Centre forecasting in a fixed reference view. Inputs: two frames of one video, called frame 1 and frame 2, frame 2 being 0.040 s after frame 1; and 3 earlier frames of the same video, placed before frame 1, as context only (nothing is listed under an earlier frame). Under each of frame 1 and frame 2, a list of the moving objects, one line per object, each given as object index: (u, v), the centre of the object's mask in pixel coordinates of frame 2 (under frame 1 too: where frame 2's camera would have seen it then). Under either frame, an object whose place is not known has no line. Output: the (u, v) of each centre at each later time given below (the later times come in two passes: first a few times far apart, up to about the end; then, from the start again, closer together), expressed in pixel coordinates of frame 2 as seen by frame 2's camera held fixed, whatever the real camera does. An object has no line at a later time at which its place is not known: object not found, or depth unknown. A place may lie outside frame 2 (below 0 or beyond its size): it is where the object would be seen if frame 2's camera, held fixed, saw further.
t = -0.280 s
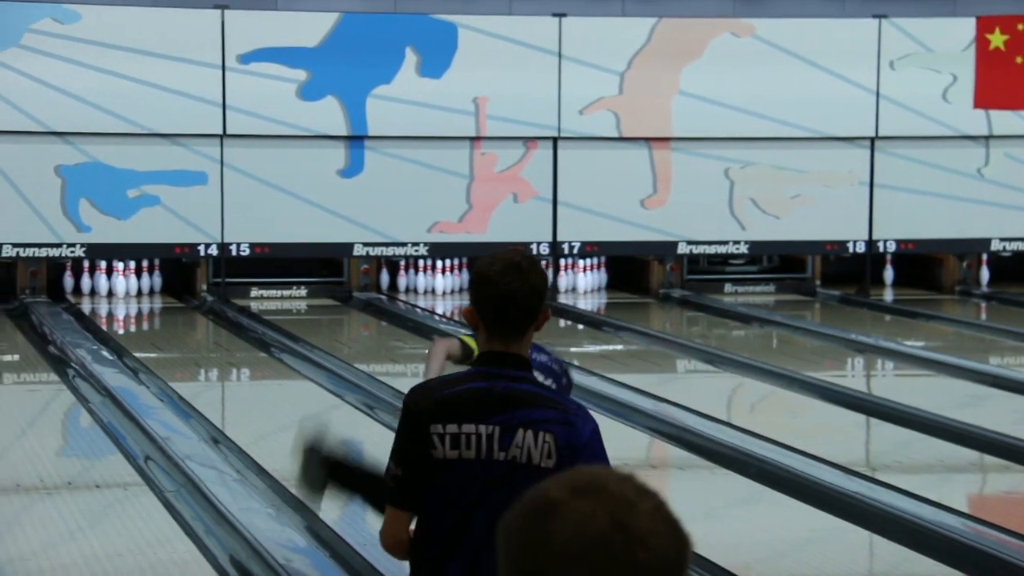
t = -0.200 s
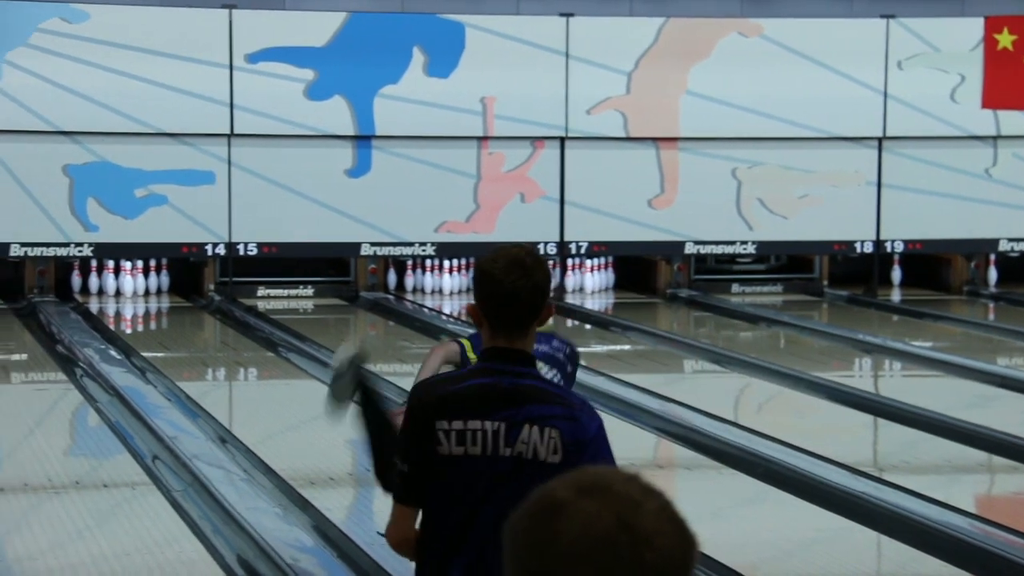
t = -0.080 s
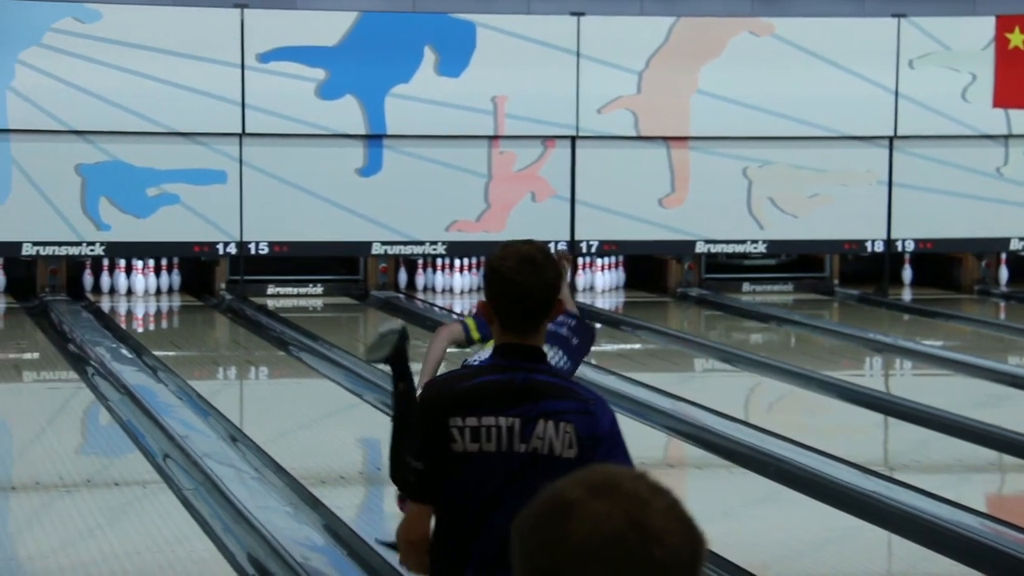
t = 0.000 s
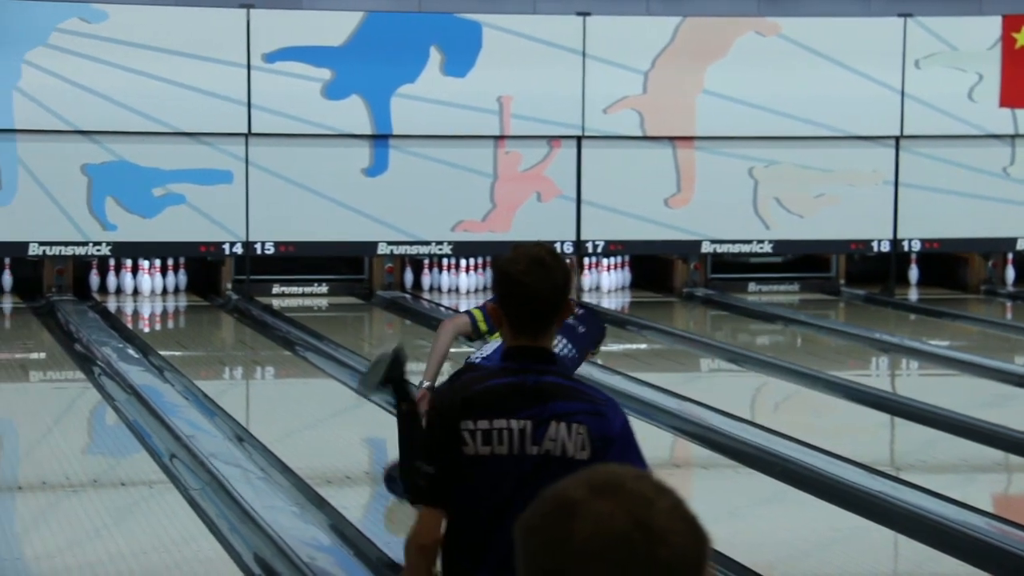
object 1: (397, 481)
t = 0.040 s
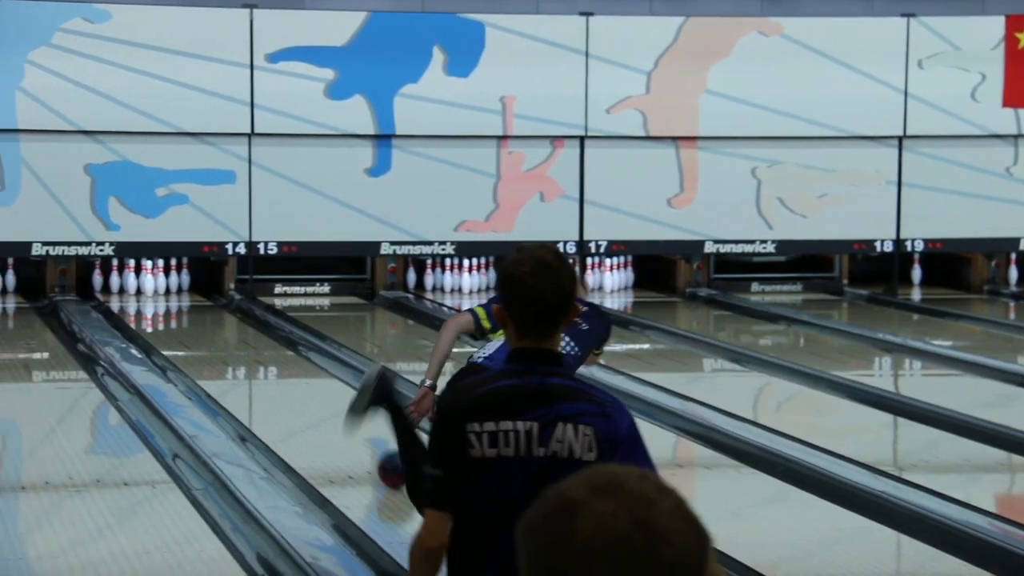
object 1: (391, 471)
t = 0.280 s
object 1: (348, 422)
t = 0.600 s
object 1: (297, 375)
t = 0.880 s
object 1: (262, 345)
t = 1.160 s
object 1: (229, 321)
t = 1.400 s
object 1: (198, 305)
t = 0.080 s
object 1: (382, 463)
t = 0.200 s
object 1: (363, 436)
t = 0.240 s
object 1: (355, 429)
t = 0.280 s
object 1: (348, 422)
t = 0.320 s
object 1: (341, 415)
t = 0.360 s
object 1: (334, 409)
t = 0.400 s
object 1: (328, 403)
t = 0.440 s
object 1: (321, 397)
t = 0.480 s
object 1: (315, 391)
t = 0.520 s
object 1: (309, 386)
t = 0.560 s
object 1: (303, 380)
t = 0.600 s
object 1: (297, 375)
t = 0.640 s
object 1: (292, 370)
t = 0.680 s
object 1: (287, 366)
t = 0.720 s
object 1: (281, 362)
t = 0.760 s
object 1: (277, 358)
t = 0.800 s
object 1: (271, 353)
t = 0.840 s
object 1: (267, 349)
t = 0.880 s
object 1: (262, 345)
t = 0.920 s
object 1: (257, 341)
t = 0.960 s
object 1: (252, 337)
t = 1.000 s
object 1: (247, 335)
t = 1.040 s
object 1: (243, 331)
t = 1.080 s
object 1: (238, 327)
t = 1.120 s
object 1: (234, 325)
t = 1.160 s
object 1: (229, 321)
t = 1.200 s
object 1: (224, 318)
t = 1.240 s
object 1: (218, 315)
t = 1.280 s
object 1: (214, 313)
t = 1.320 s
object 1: (208, 310)
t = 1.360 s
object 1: (204, 307)
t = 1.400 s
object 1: (198, 305)
